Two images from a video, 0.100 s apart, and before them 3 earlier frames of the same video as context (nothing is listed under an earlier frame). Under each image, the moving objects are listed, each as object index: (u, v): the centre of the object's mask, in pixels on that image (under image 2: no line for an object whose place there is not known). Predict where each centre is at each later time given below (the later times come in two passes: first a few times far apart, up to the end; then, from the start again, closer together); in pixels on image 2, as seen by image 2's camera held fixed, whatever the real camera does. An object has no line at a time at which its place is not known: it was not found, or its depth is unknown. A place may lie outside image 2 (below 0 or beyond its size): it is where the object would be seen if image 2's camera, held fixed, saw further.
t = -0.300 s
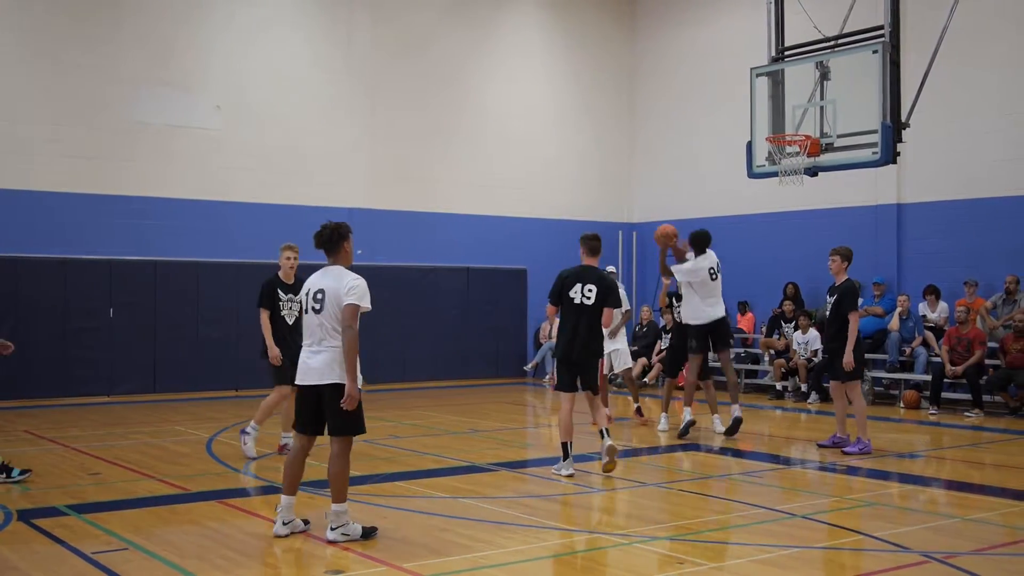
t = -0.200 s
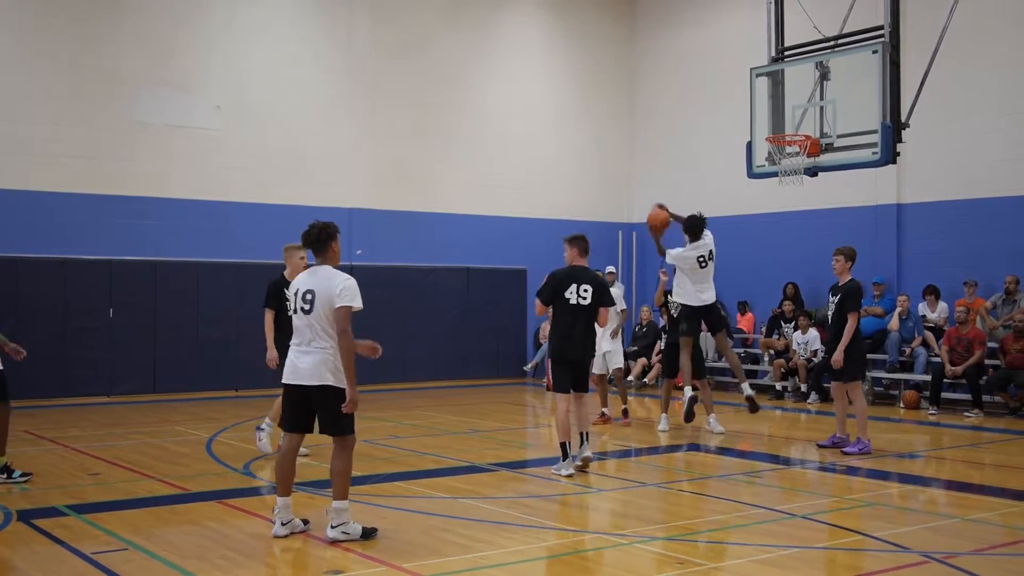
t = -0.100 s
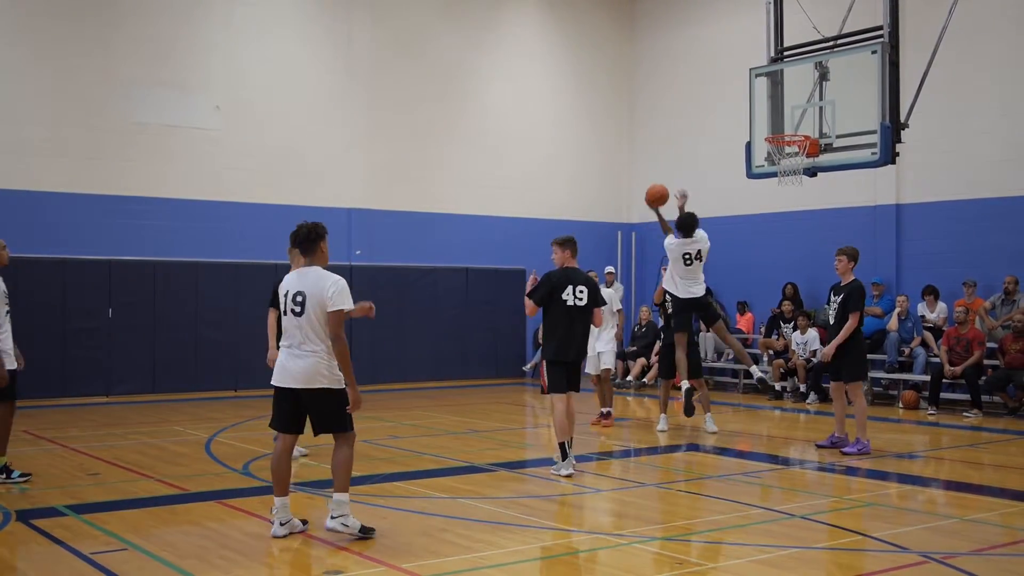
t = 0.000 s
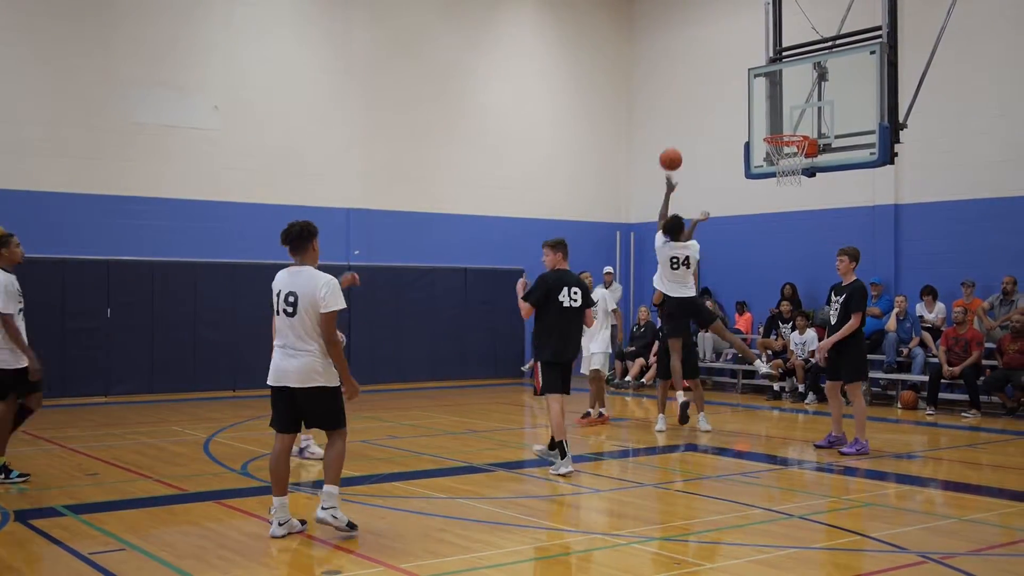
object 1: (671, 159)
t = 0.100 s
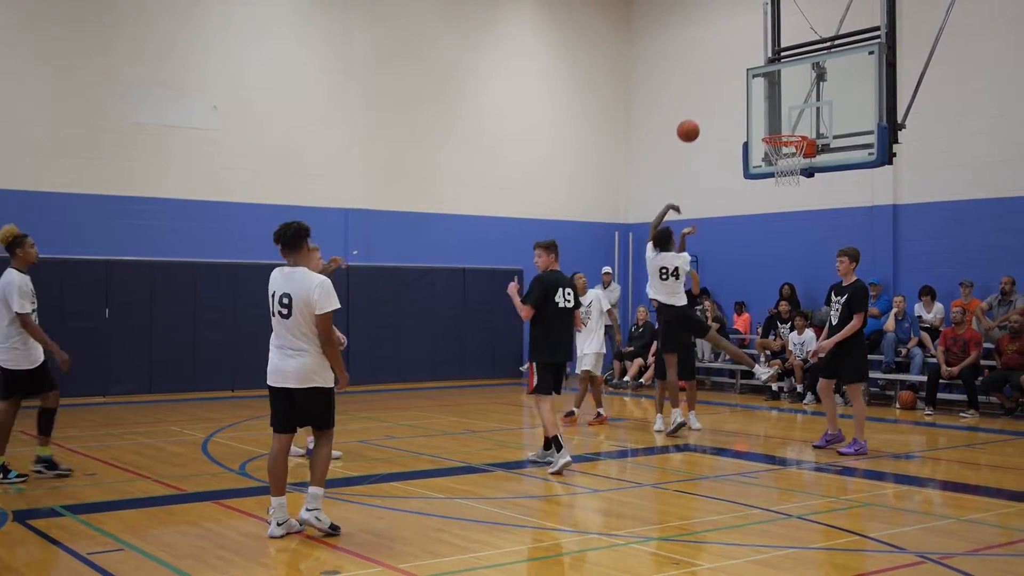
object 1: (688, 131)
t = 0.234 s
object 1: (712, 108)
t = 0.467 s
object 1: (752, 107)
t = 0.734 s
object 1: (765, 159)
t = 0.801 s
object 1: (761, 174)
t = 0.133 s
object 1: (694, 123)
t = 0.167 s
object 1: (700, 117)
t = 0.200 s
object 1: (706, 112)
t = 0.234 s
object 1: (712, 108)
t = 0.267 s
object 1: (718, 104)
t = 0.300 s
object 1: (724, 102)
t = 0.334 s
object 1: (729, 101)
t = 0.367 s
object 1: (735, 101)
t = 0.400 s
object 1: (741, 102)
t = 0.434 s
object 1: (746, 104)
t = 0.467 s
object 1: (752, 107)
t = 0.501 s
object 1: (758, 111)
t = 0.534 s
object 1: (763, 116)
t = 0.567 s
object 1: (768, 122)
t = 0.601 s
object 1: (774, 127)
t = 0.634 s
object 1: (780, 132)
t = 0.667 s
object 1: (785, 149)
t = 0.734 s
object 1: (765, 159)
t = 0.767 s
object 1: (764, 166)
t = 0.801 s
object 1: (761, 174)
